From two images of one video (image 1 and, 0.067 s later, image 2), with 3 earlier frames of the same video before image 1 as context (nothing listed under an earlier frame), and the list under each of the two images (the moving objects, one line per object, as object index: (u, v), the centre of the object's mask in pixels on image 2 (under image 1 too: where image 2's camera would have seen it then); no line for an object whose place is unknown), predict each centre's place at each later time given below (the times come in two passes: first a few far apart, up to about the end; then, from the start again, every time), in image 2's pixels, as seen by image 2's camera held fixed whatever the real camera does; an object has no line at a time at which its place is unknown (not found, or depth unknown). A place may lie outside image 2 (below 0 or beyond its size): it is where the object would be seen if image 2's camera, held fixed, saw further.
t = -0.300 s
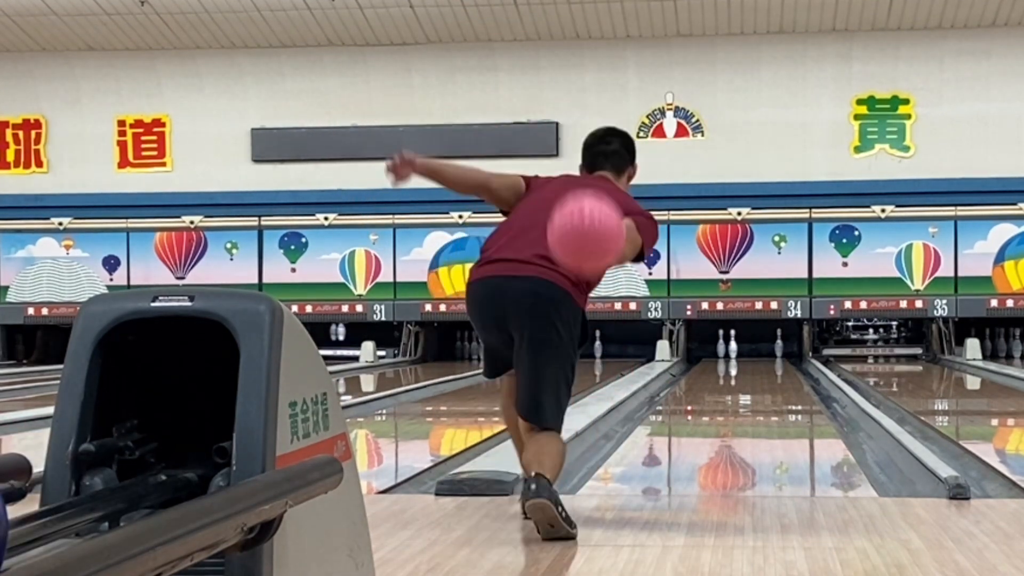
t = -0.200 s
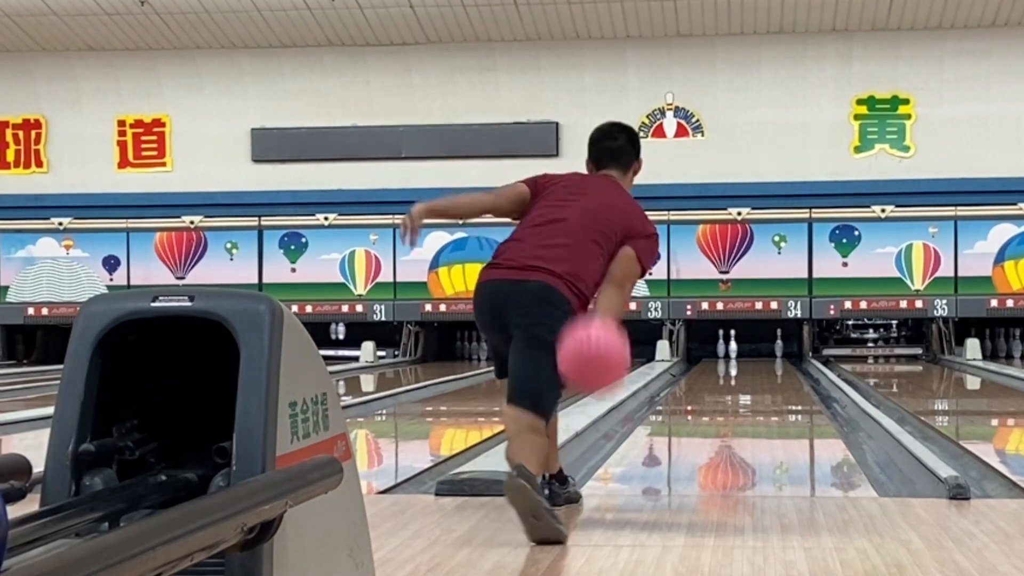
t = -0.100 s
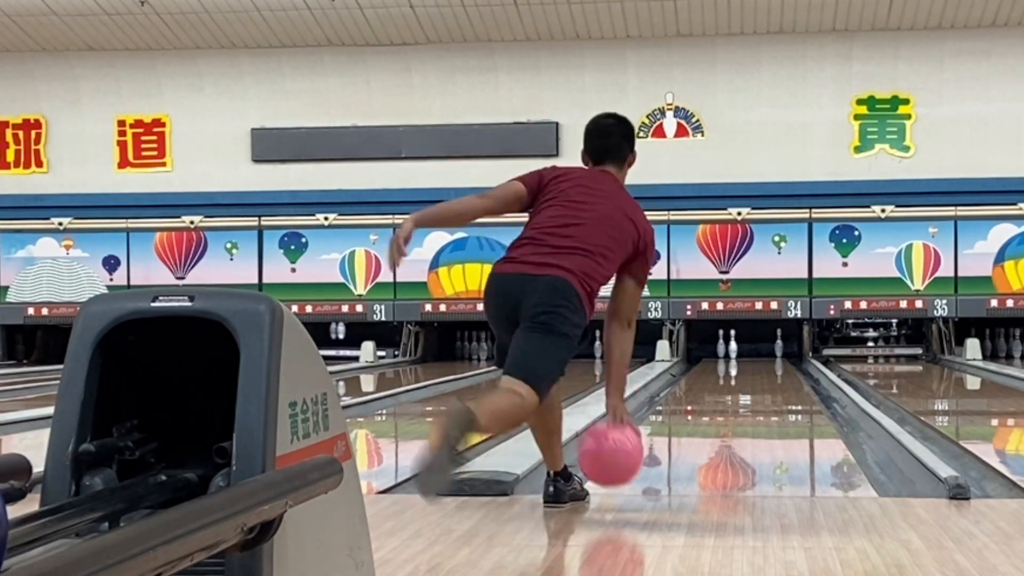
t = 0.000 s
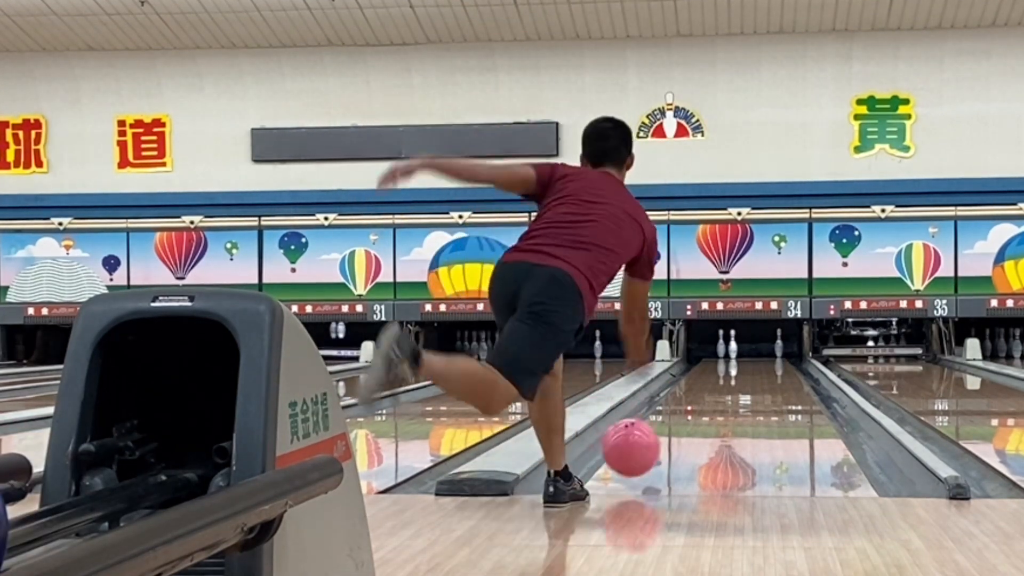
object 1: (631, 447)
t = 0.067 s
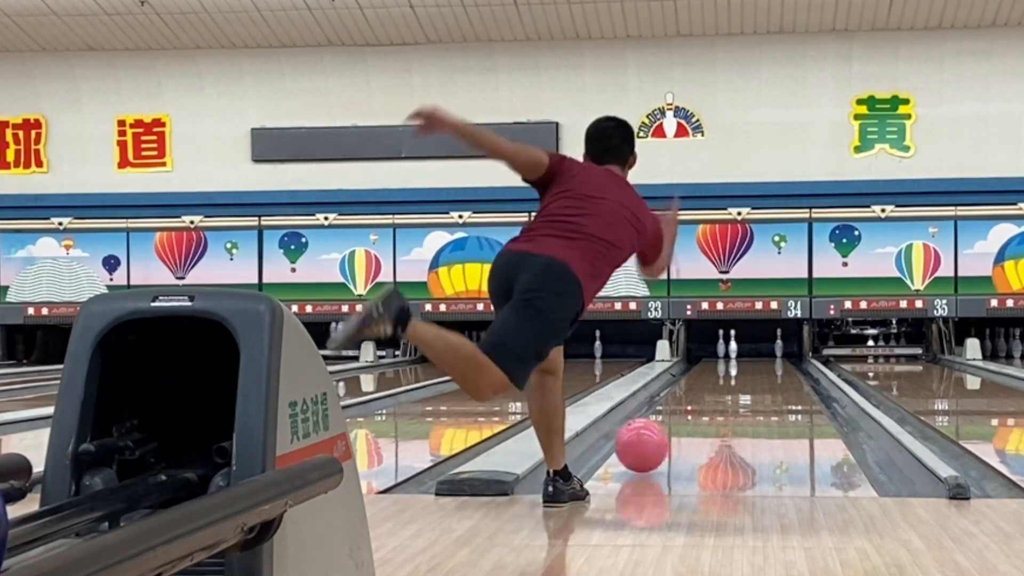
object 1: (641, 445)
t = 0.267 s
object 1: (666, 420)
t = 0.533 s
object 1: (686, 398)
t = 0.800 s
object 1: (699, 384)
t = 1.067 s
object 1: (710, 372)
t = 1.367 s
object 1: (717, 364)
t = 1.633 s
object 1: (721, 358)
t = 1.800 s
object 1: (724, 356)
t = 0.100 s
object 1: (647, 441)
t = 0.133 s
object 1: (651, 436)
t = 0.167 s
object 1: (655, 432)
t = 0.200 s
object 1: (659, 428)
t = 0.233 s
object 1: (662, 424)
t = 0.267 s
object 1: (666, 420)
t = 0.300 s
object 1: (669, 416)
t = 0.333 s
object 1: (672, 413)
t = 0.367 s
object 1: (674, 410)
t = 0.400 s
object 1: (677, 407)
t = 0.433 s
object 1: (680, 404)
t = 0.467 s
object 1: (682, 402)
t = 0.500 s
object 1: (684, 400)
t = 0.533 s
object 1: (686, 398)
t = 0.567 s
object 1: (688, 396)
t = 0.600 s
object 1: (690, 394)
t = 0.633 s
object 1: (692, 392)
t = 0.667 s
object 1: (693, 390)
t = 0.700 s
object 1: (695, 389)
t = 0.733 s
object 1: (696, 387)
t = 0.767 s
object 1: (698, 385)
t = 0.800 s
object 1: (699, 384)
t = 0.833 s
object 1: (701, 382)
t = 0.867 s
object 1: (702, 381)
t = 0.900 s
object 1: (704, 379)
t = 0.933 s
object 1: (705, 378)
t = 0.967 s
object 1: (706, 376)
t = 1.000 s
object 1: (707, 375)
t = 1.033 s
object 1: (708, 374)
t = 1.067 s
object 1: (710, 372)
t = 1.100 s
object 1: (711, 372)
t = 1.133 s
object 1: (712, 370)
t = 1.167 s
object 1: (712, 369)
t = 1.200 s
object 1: (713, 369)
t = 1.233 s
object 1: (714, 368)
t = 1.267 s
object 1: (715, 367)
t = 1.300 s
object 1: (715, 365)
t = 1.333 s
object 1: (716, 364)
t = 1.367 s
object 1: (717, 364)
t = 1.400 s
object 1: (718, 363)
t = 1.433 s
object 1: (718, 362)
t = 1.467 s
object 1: (719, 361)
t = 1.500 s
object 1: (720, 361)
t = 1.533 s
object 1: (720, 360)
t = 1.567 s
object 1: (720, 360)
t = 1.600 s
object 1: (721, 359)
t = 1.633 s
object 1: (721, 358)
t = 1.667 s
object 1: (722, 357)
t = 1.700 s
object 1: (722, 357)
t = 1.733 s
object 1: (723, 356)
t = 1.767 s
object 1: (723, 356)
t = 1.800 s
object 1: (724, 356)
